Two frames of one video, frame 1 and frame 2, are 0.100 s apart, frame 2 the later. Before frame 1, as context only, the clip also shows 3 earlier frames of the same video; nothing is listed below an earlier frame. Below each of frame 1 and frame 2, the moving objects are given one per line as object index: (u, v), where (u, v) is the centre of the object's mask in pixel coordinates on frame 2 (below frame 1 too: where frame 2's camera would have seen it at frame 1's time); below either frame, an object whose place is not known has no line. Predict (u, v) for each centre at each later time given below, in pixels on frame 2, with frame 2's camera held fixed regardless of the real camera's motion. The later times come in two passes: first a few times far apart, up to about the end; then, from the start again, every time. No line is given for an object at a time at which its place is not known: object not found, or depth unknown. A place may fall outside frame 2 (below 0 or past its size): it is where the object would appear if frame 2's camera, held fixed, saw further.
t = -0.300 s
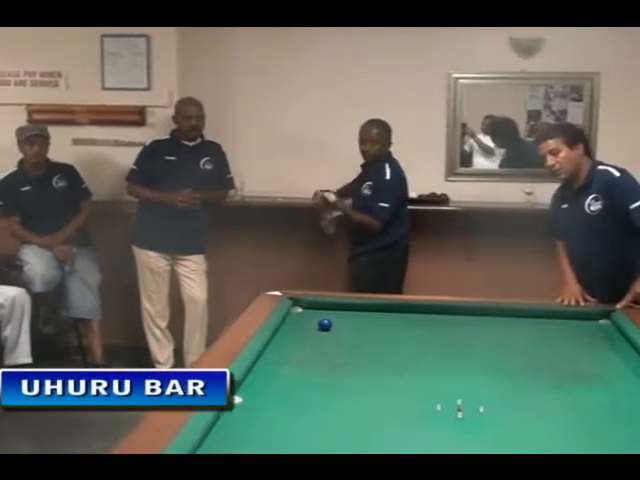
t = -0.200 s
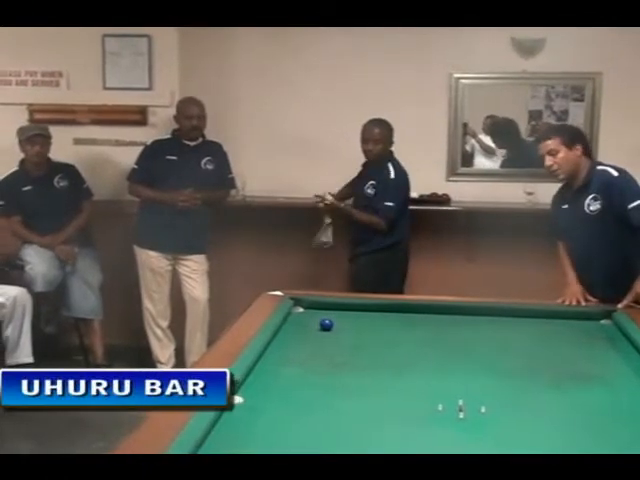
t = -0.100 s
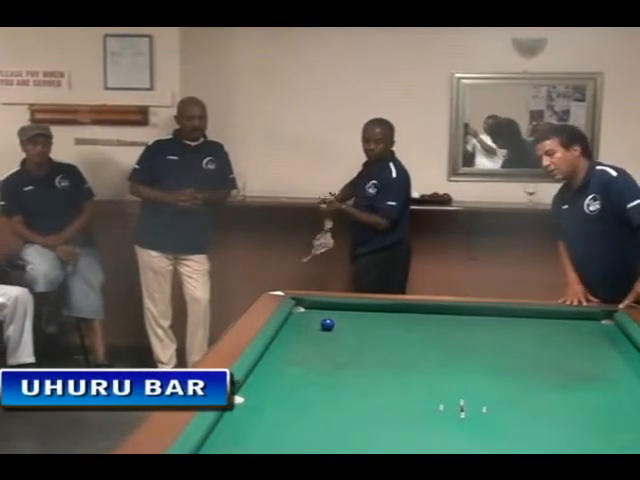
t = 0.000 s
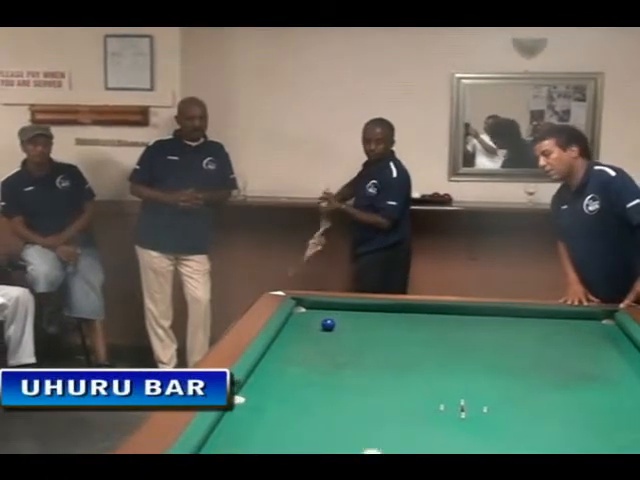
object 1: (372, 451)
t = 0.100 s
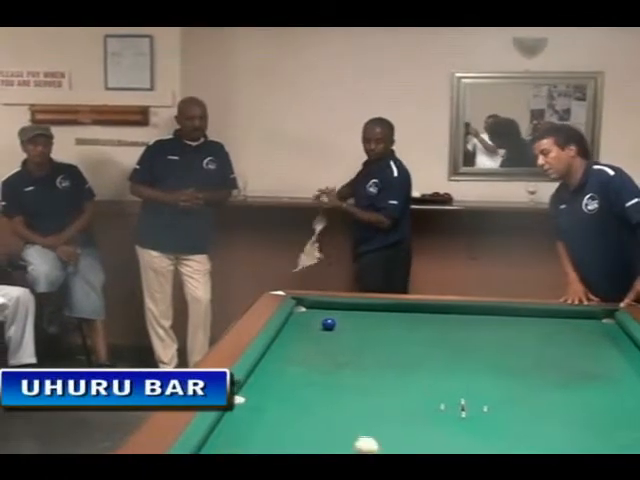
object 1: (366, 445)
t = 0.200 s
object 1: (361, 436)
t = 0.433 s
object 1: (350, 412)
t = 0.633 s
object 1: (342, 395)
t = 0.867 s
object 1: (333, 378)
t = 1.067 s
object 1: (328, 365)
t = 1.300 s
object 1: (322, 352)
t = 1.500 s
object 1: (317, 341)
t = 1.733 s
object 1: (312, 331)
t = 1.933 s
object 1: (308, 323)
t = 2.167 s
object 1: (305, 315)
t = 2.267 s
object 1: (303, 312)
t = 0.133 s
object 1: (364, 443)
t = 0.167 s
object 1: (363, 440)
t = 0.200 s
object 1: (361, 436)
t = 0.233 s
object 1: (359, 433)
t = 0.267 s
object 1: (358, 429)
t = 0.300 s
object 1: (356, 425)
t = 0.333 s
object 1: (354, 422)
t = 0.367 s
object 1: (353, 419)
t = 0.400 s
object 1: (352, 415)
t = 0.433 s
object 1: (350, 412)
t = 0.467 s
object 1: (349, 409)
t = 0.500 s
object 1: (348, 406)
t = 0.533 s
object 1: (346, 403)
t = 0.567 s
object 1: (345, 401)
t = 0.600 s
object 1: (343, 398)
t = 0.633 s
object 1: (342, 395)
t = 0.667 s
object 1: (341, 392)
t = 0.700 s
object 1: (339, 390)
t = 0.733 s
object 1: (338, 387)
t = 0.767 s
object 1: (337, 385)
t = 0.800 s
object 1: (335, 382)
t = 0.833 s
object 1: (334, 380)
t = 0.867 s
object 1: (333, 378)
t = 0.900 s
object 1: (332, 375)
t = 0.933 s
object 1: (331, 373)
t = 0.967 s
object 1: (330, 371)
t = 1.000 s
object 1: (330, 369)
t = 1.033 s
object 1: (328, 367)
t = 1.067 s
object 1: (328, 365)
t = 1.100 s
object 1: (327, 363)
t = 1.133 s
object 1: (326, 360)
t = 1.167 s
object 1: (325, 359)
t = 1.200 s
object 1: (324, 357)
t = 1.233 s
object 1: (323, 355)
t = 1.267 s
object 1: (322, 353)
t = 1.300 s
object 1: (322, 352)
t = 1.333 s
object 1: (321, 350)
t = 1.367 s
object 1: (320, 348)
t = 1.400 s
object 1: (318, 346)
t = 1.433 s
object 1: (318, 345)
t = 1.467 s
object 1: (317, 343)
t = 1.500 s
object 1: (317, 341)
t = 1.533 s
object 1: (316, 340)
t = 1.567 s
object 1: (315, 338)
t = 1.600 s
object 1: (315, 337)
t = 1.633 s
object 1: (314, 335)
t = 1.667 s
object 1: (313, 334)
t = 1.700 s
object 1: (313, 332)
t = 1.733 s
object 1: (312, 331)
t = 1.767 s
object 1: (311, 330)
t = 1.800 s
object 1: (311, 328)
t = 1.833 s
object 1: (310, 327)
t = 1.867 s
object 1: (309, 326)
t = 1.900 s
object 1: (309, 324)
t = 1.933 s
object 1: (308, 323)
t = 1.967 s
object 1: (307, 322)
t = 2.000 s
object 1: (307, 321)
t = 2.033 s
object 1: (306, 320)
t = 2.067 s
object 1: (306, 318)
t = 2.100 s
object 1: (306, 318)
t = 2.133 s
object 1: (305, 316)
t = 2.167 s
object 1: (305, 315)
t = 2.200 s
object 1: (304, 314)
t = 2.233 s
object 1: (303, 313)
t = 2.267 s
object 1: (303, 312)
